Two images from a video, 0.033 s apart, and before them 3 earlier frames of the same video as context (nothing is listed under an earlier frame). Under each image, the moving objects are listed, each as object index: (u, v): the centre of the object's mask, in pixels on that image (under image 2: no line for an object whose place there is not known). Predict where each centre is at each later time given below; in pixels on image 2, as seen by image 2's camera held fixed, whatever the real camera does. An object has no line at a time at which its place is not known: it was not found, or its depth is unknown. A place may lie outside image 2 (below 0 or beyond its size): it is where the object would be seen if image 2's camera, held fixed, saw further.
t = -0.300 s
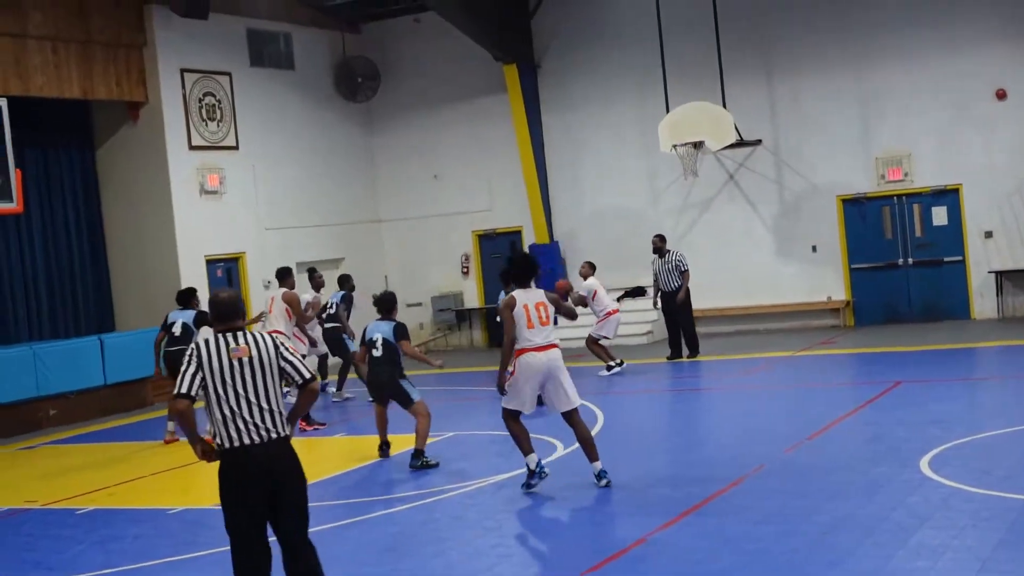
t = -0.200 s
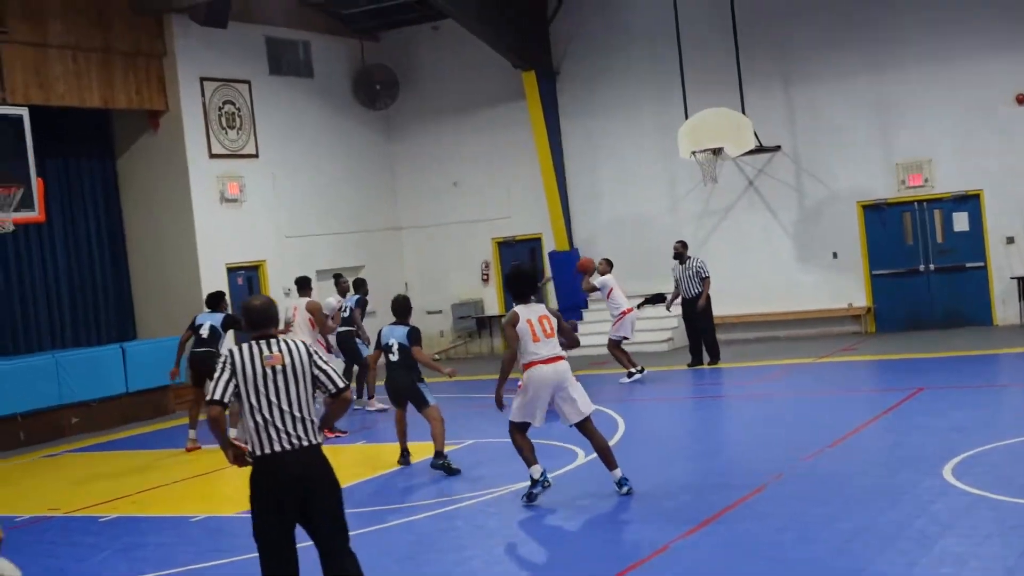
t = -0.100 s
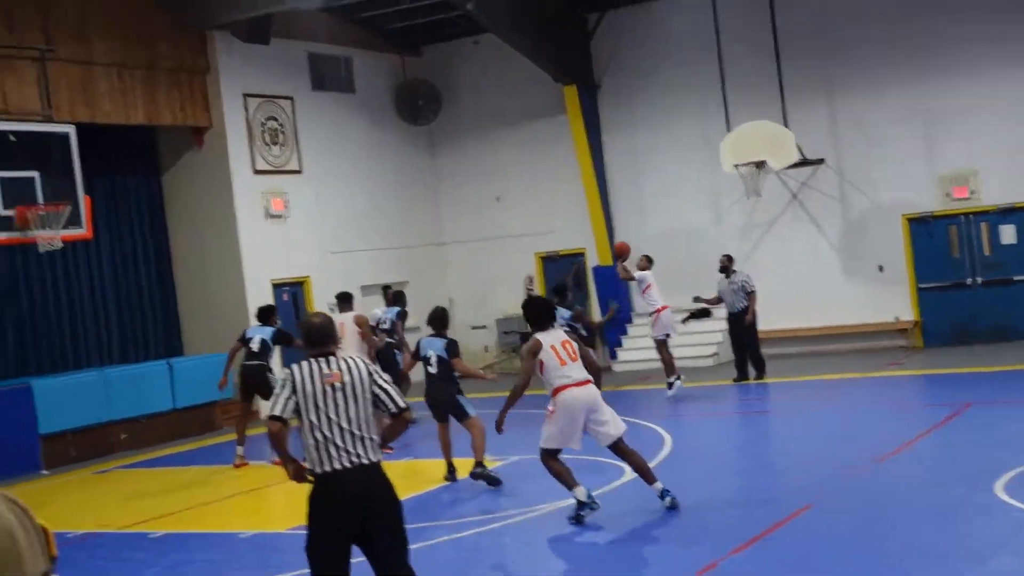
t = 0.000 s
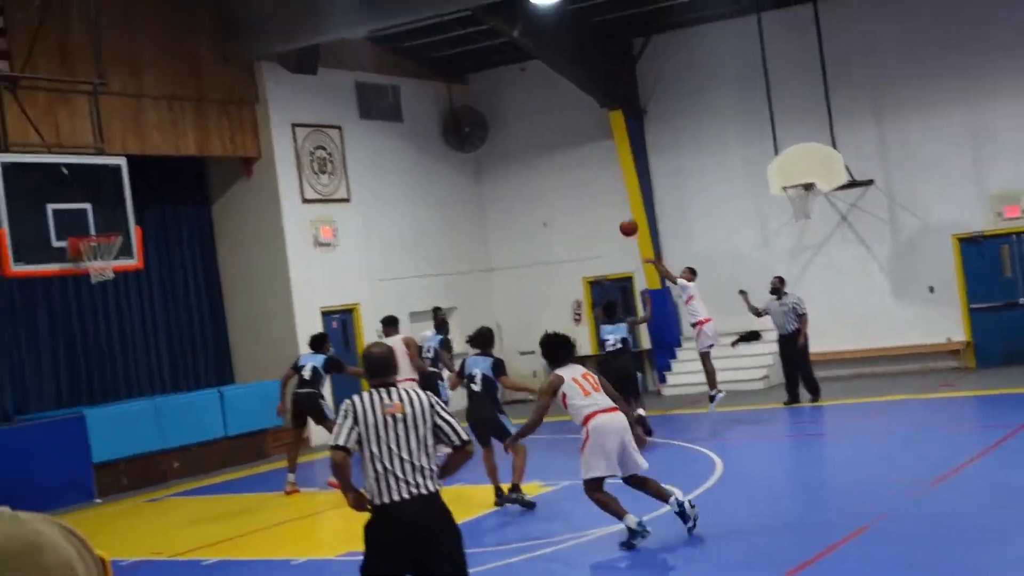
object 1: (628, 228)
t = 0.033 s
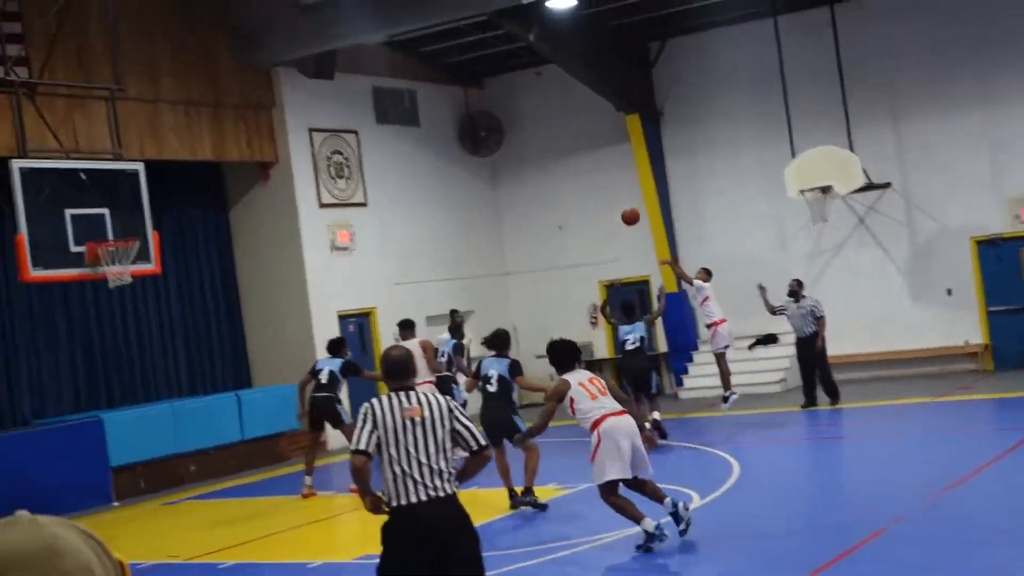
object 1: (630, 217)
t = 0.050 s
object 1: (623, 209)
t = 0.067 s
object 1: (616, 202)
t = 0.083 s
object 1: (609, 195)
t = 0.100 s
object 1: (602, 189)
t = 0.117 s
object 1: (595, 183)
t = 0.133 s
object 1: (588, 178)
